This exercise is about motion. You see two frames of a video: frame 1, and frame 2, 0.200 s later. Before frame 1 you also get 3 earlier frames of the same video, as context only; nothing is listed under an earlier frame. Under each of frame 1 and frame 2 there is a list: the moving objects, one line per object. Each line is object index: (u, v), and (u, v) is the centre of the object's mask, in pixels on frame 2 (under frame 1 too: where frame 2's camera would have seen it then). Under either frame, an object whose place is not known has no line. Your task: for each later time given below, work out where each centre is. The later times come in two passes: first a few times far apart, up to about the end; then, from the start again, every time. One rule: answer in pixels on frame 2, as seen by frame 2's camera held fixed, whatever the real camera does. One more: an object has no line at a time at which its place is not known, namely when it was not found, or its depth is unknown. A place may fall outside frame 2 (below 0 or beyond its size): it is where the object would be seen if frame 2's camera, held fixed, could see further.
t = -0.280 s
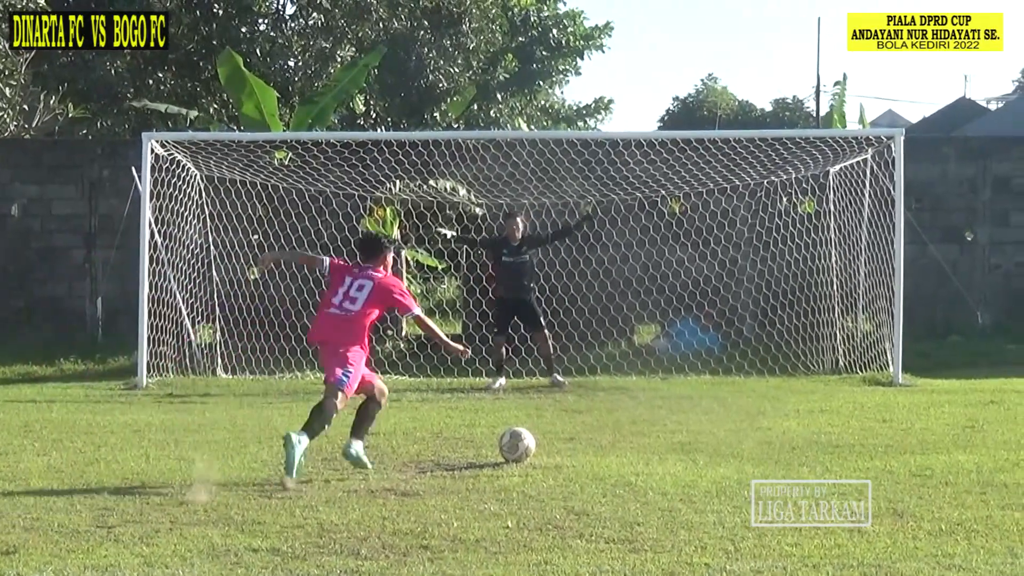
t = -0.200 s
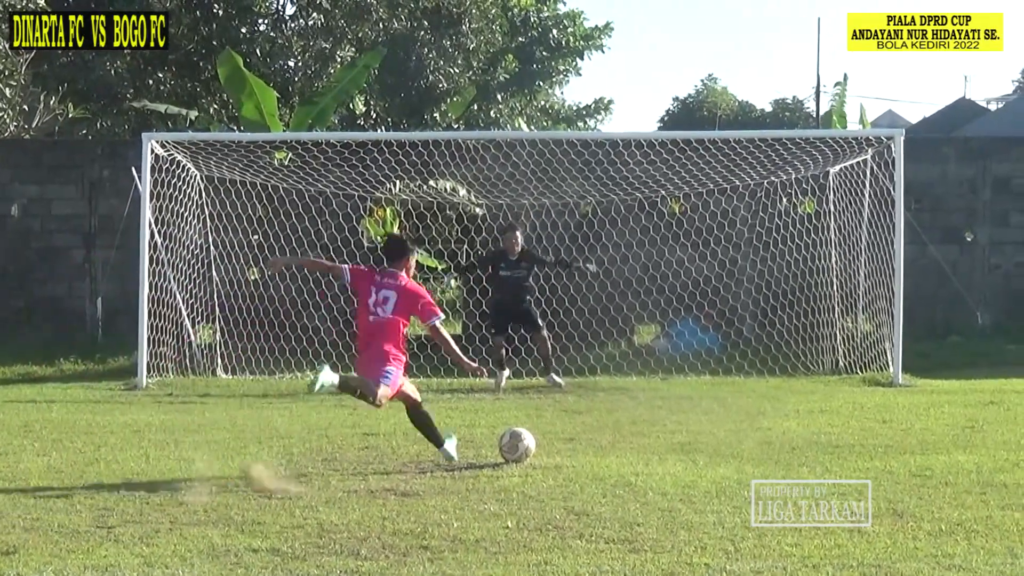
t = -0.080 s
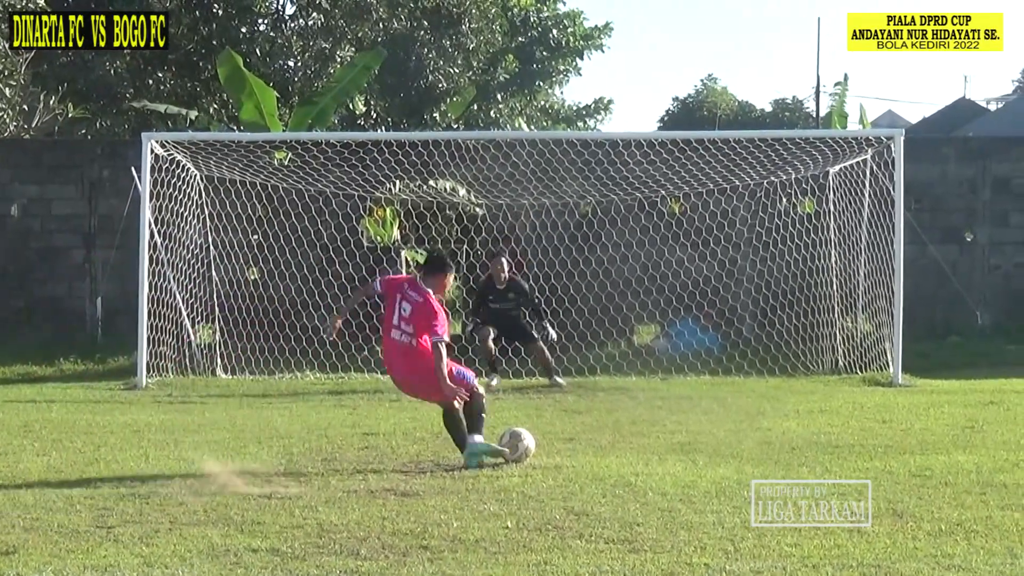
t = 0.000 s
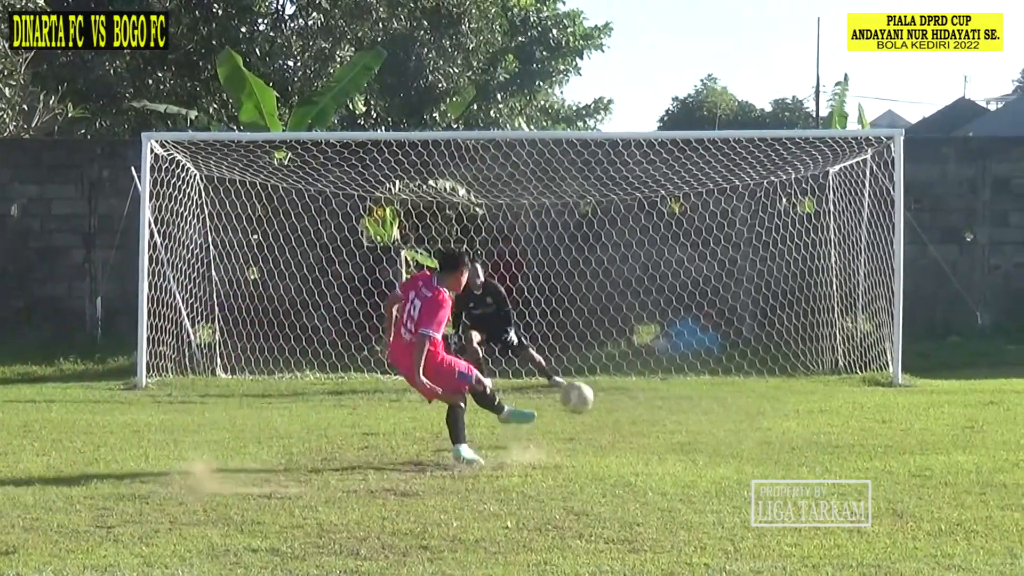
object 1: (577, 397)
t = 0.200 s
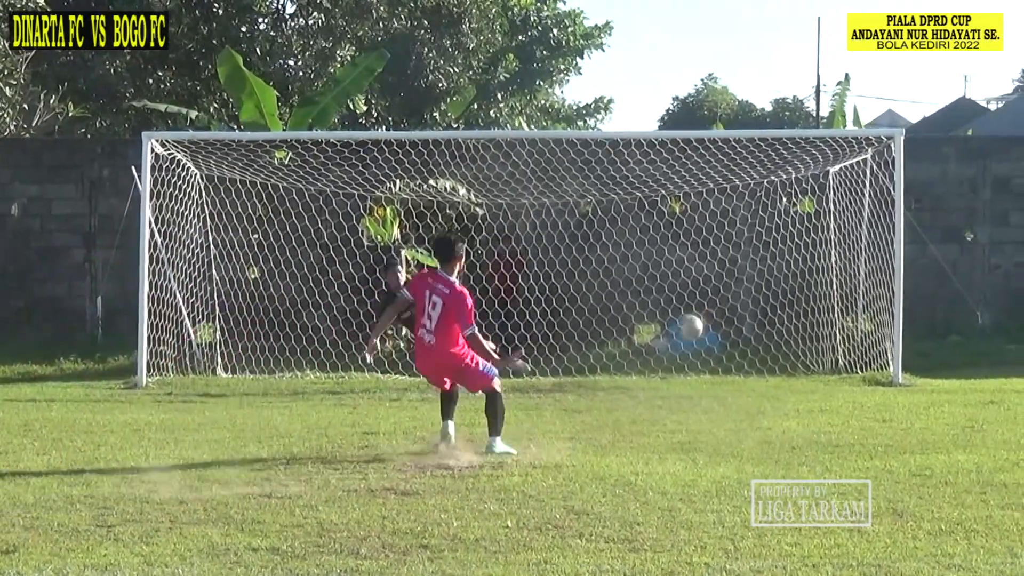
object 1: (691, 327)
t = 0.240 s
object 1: (703, 324)
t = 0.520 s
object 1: (752, 326)
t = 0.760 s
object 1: (849, 336)
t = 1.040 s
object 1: (928, 361)
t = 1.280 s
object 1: (918, 341)
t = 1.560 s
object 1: (903, 370)
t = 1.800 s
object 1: (882, 368)
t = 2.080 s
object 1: (873, 367)
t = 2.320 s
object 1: (872, 367)
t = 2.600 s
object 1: (869, 367)
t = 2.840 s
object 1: (869, 368)
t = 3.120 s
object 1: (870, 367)
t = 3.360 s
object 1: (870, 368)
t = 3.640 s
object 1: (870, 367)
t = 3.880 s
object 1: (869, 367)
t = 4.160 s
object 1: (870, 368)
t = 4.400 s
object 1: (871, 367)
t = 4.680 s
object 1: (870, 368)
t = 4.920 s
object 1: (872, 368)
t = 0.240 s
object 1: (703, 324)
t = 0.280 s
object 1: (712, 322)
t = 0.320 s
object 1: (721, 323)
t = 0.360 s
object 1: (728, 328)
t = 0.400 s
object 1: (732, 331)
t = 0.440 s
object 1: (737, 336)
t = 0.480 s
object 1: (739, 334)
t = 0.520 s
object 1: (752, 326)
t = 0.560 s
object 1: (769, 325)
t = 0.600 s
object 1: (786, 325)
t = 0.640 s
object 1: (802, 326)
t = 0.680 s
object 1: (817, 329)
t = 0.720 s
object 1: (833, 334)
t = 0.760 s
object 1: (849, 336)
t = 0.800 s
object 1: (866, 339)
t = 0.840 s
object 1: (888, 352)
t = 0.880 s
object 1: (905, 359)
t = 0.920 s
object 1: (914, 370)
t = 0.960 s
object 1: (922, 372)
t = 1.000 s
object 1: (927, 366)
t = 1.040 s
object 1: (928, 361)
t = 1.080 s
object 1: (930, 356)
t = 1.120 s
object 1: (931, 351)
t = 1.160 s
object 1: (927, 348)
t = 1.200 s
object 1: (924, 344)
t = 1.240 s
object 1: (921, 341)
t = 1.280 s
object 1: (918, 341)
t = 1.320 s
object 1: (915, 341)
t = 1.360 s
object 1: (912, 344)
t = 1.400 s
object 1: (910, 348)
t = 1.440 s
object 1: (908, 353)
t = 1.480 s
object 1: (907, 359)
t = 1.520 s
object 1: (905, 368)
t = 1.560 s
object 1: (903, 370)
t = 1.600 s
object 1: (902, 368)
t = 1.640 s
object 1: (887, 364)
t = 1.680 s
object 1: (886, 363)
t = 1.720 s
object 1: (885, 363)
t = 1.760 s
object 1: (884, 365)
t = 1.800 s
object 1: (882, 368)
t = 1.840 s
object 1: (880, 368)
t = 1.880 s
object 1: (878, 367)
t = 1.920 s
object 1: (876, 366)
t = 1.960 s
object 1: (874, 366)
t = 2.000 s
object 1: (873, 367)
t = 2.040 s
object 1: (873, 367)
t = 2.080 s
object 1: (873, 367)
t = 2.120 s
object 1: (871, 367)
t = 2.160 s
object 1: (871, 368)
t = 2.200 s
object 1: (872, 367)
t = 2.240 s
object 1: (872, 367)
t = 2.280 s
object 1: (872, 367)
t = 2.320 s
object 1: (872, 367)
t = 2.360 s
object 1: (872, 367)
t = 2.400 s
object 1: (871, 368)
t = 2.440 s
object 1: (870, 368)
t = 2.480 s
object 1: (870, 367)
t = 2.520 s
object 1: (870, 368)
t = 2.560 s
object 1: (869, 367)
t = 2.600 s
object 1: (869, 367)
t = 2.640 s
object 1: (869, 367)
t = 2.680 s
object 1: (868, 367)
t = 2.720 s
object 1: (869, 367)
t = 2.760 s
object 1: (869, 368)
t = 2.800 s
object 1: (869, 367)
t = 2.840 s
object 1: (869, 368)
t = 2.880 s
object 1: (870, 368)
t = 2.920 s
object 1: (869, 368)
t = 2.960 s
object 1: (869, 367)
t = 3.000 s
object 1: (869, 367)
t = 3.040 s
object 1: (869, 367)
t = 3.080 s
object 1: (869, 367)
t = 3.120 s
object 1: (870, 367)
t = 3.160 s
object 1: (870, 368)
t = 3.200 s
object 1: (870, 367)
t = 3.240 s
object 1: (870, 367)
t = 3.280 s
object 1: (870, 367)
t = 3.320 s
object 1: (870, 367)
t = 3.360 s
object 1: (870, 368)
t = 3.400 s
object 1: (870, 368)
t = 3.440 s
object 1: (870, 368)
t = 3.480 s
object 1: (870, 368)
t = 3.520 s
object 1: (870, 368)
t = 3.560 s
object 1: (870, 368)
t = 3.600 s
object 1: (870, 368)
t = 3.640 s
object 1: (870, 367)
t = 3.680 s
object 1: (870, 367)
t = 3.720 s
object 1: (869, 368)
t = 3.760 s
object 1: (870, 368)
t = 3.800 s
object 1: (870, 367)
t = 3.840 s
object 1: (870, 367)
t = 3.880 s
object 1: (869, 367)
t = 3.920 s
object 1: (870, 367)
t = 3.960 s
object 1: (870, 368)
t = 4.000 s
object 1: (870, 368)
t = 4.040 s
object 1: (869, 368)
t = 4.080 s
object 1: (870, 368)
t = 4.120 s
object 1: (870, 368)
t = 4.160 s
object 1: (870, 368)
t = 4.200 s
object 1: (870, 368)
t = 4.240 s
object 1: (870, 368)
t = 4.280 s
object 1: (869, 368)
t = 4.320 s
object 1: (870, 368)
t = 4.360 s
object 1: (870, 368)
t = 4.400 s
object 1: (871, 367)
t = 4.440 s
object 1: (870, 368)
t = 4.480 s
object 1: (870, 367)
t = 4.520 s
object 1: (870, 368)
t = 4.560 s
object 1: (870, 368)
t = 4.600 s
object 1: (870, 368)
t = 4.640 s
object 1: (870, 368)
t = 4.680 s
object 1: (870, 368)
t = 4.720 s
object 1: (871, 368)
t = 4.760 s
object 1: (870, 368)
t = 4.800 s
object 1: (871, 368)
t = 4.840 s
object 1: (871, 368)
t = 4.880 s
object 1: (872, 368)
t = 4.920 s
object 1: (872, 368)
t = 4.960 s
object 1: (873, 369)
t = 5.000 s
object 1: (873, 369)
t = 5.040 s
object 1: (873, 369)
